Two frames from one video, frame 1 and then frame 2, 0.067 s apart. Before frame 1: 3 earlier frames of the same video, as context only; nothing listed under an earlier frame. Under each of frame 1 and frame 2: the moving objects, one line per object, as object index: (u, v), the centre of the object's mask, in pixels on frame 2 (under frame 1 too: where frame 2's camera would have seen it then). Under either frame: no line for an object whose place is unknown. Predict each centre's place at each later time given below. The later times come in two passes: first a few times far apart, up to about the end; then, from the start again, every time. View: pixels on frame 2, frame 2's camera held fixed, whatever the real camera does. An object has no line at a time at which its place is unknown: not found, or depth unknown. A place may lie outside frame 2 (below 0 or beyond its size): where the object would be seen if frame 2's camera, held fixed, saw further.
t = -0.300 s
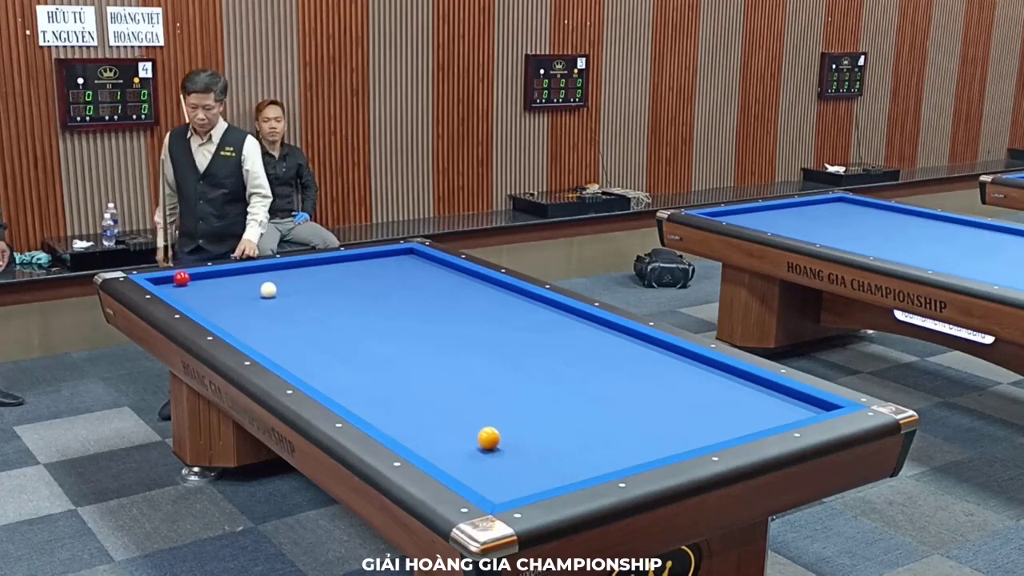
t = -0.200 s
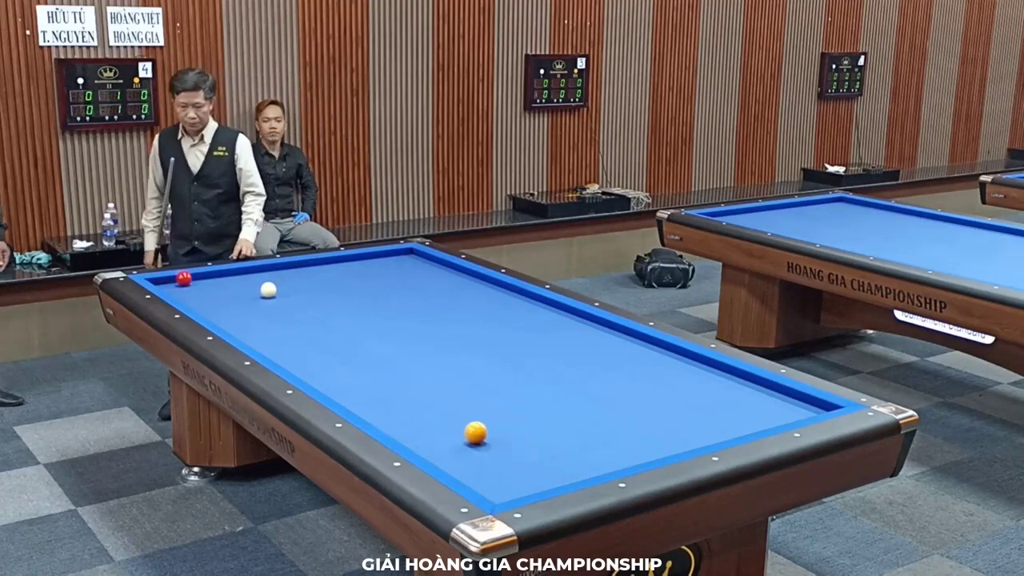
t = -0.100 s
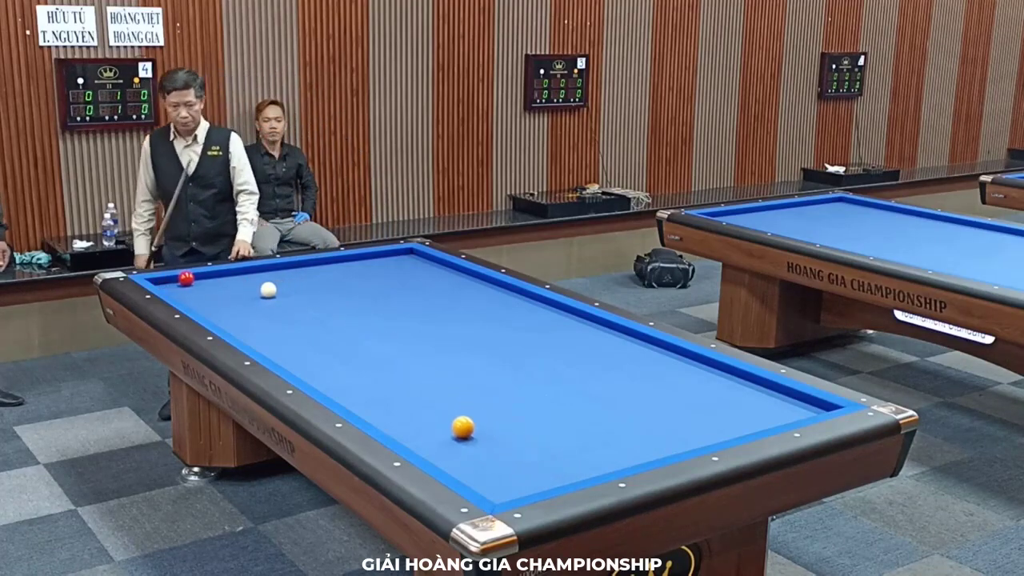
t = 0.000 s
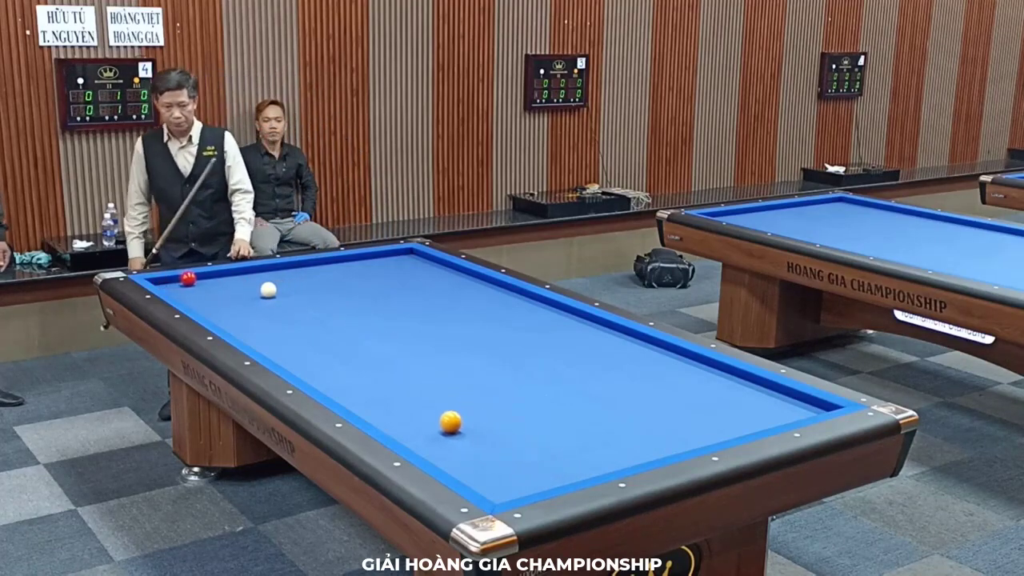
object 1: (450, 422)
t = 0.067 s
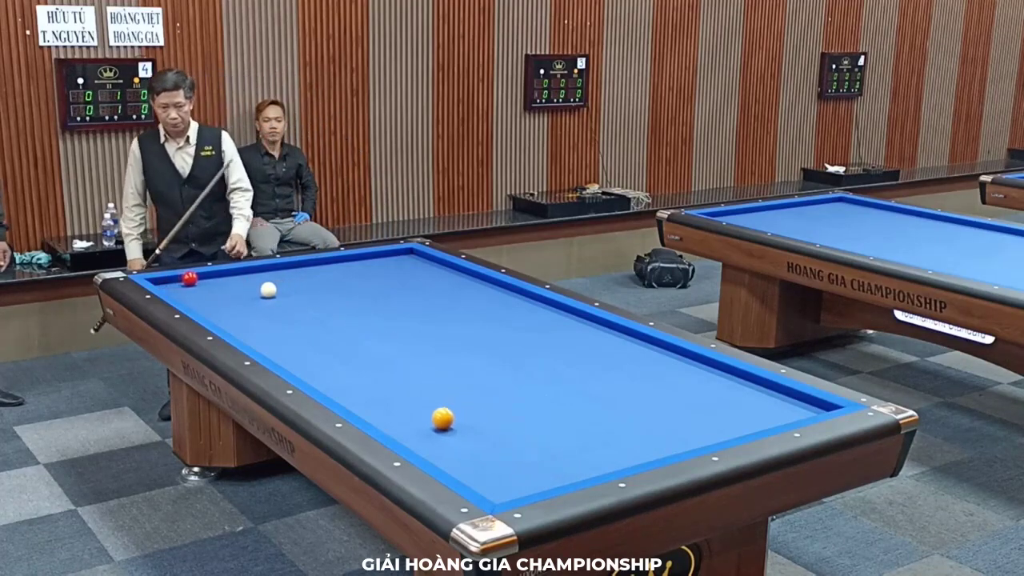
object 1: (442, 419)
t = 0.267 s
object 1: (419, 409)
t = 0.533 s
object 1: (390, 397)
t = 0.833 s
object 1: (361, 384)
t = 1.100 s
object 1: (336, 374)
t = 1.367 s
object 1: (314, 364)
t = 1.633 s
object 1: (294, 355)
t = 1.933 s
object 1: (272, 346)
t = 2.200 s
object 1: (254, 338)
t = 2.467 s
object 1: (238, 330)
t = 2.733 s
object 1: (223, 323)
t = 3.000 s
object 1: (215, 316)
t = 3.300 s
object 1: (206, 309)
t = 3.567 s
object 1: (198, 304)
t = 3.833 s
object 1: (192, 299)
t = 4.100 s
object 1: (185, 294)
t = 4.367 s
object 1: (180, 289)
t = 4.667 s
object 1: (173, 284)
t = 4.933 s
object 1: (168, 280)
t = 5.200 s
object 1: (170, 280)
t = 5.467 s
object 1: (174, 282)
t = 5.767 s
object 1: (178, 284)
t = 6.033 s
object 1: (182, 286)
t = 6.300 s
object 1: (185, 287)
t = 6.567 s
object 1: (188, 289)
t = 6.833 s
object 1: (190, 290)
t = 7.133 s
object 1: (192, 291)
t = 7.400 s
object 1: (193, 292)
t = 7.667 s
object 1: (194, 293)
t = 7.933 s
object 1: (195, 293)
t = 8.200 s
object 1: (195, 294)
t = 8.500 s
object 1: (196, 293)
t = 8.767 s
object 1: (195, 294)
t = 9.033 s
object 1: (196, 293)
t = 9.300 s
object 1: (195, 294)
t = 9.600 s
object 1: (196, 294)
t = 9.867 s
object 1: (196, 294)
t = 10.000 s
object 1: (195, 294)
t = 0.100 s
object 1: (438, 417)
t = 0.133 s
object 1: (434, 415)
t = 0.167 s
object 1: (430, 414)
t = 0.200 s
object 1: (427, 412)
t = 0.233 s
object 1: (423, 410)
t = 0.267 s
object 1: (419, 409)
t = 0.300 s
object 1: (415, 407)
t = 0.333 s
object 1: (412, 406)
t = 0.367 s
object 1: (408, 404)
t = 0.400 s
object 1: (405, 403)
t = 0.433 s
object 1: (401, 401)
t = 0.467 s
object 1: (398, 400)
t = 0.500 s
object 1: (394, 398)
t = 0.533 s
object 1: (390, 397)
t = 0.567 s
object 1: (387, 395)
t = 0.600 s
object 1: (384, 394)
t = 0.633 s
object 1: (380, 393)
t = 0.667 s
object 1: (377, 391)
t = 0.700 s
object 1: (374, 390)
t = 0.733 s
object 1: (370, 388)
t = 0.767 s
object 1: (367, 387)
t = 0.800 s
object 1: (364, 385)
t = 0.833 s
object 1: (361, 384)
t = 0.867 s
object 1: (358, 383)
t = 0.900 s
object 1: (354, 382)
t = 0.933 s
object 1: (352, 380)
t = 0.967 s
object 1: (348, 379)
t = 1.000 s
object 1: (345, 378)
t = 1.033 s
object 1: (342, 376)
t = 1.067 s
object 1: (340, 375)
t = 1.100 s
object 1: (336, 374)
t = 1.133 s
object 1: (334, 373)
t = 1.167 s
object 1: (331, 371)
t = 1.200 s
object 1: (328, 370)
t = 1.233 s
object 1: (325, 369)
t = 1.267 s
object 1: (322, 368)
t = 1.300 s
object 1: (320, 367)
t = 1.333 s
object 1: (317, 365)
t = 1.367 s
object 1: (314, 364)
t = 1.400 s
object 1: (312, 363)
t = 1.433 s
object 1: (309, 362)
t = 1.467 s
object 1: (306, 361)
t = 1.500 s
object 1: (304, 360)
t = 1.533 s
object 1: (301, 359)
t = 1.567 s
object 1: (298, 358)
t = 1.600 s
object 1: (296, 357)
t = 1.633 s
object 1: (294, 355)
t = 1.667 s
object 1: (291, 354)
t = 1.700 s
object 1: (289, 353)
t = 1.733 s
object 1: (286, 352)
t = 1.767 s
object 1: (284, 351)
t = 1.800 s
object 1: (281, 350)
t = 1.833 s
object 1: (279, 349)
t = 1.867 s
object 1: (276, 348)
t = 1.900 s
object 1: (274, 347)
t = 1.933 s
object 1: (272, 346)
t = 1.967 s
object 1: (270, 345)
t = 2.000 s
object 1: (267, 344)
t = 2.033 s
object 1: (265, 343)
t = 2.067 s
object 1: (263, 342)
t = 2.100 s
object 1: (261, 341)
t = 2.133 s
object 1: (259, 340)
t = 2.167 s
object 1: (256, 339)
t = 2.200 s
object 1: (254, 338)
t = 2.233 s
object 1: (252, 337)
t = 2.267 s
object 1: (250, 336)
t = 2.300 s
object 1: (248, 335)
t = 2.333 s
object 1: (246, 334)
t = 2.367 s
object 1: (244, 333)
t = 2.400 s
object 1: (242, 332)
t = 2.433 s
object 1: (240, 331)
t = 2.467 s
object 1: (238, 330)
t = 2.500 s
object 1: (236, 329)
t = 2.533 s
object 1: (234, 328)
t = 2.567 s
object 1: (232, 327)
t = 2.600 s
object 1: (230, 326)
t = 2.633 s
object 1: (228, 326)
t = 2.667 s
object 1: (226, 325)
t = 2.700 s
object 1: (224, 323)
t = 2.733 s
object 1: (223, 323)
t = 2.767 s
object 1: (222, 322)
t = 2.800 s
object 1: (221, 321)
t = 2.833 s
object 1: (220, 320)
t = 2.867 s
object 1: (219, 319)
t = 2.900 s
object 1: (218, 319)
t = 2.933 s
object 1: (217, 318)
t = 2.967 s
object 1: (216, 317)
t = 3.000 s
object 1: (215, 316)
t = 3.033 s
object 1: (214, 315)
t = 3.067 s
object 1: (213, 315)
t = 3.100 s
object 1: (212, 314)
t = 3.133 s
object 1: (211, 313)
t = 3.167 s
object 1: (210, 312)
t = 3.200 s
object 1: (209, 312)
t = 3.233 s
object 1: (208, 311)
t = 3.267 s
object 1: (207, 310)
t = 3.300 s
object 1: (206, 309)
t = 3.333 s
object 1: (205, 309)
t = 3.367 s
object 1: (204, 308)
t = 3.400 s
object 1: (203, 307)
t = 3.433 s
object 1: (202, 307)
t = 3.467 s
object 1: (201, 306)
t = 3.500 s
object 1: (200, 305)
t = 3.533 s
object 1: (199, 305)
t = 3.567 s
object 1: (198, 304)
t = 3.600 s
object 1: (197, 303)
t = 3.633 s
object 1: (197, 303)
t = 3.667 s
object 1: (196, 302)
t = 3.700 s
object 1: (195, 301)
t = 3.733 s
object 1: (194, 301)
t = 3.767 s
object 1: (193, 300)
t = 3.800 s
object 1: (192, 299)
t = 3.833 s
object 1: (192, 299)
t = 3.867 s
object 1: (191, 298)
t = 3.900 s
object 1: (190, 298)
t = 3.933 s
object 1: (189, 297)
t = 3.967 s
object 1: (188, 296)
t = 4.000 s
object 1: (188, 296)
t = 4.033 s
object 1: (187, 295)
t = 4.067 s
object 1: (186, 294)
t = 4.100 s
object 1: (185, 294)
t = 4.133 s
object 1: (185, 293)
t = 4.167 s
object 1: (184, 292)
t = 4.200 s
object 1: (183, 292)
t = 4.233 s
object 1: (182, 291)
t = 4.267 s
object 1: (182, 291)
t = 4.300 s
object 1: (181, 290)
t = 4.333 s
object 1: (180, 290)
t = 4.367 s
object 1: (180, 289)
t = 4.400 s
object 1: (179, 288)
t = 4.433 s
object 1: (178, 288)
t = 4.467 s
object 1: (178, 287)
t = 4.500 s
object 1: (177, 287)
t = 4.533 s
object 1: (176, 286)
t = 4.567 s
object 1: (175, 286)
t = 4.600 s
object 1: (175, 285)
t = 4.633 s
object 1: (174, 285)
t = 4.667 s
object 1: (173, 284)
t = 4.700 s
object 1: (173, 283)
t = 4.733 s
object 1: (172, 283)
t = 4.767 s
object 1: (171, 283)
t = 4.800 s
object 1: (171, 282)
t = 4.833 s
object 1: (170, 281)
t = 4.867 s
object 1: (170, 281)
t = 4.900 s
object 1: (169, 280)
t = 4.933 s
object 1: (168, 280)
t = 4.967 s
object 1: (168, 280)
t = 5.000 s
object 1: (167, 279)
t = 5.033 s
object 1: (168, 279)
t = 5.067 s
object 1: (168, 280)
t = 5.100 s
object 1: (169, 280)
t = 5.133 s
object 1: (169, 280)
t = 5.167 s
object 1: (170, 280)
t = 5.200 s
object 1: (170, 280)
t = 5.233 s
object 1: (170, 281)
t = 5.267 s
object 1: (171, 281)
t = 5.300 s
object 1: (171, 281)
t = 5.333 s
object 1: (172, 281)
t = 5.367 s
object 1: (173, 282)
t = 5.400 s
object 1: (173, 282)
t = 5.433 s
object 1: (174, 282)
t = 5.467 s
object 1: (174, 282)
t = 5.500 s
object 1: (174, 283)
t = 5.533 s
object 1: (175, 283)
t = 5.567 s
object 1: (176, 283)
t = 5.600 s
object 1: (176, 283)
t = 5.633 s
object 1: (176, 283)
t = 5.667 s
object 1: (177, 284)
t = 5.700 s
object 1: (178, 284)
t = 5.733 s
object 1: (178, 284)
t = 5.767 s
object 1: (178, 284)
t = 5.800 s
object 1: (179, 285)
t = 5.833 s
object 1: (180, 285)
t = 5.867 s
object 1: (180, 285)
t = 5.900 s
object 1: (181, 285)
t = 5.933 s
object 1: (181, 285)
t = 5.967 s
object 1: (181, 286)
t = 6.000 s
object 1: (182, 286)
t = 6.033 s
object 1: (182, 286)
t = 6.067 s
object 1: (183, 286)
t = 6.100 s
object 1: (183, 286)
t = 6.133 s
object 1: (183, 286)
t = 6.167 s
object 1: (184, 287)
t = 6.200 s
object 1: (184, 287)
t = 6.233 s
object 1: (185, 287)
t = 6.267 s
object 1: (185, 287)
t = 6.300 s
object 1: (185, 287)
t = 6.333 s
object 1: (186, 288)
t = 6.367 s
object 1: (186, 288)
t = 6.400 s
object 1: (187, 288)
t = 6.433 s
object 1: (187, 288)
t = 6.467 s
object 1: (187, 288)
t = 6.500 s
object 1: (187, 288)
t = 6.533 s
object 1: (187, 289)
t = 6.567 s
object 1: (188, 289)
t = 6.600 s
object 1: (188, 289)
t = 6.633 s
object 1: (188, 289)
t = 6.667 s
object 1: (189, 289)
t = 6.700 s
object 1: (189, 289)
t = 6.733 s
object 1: (189, 290)
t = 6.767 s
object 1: (189, 290)
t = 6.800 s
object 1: (190, 290)
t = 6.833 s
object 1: (190, 290)
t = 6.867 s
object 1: (190, 290)
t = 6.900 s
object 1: (190, 290)
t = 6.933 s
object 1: (190, 290)
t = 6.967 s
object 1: (191, 291)
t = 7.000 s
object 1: (191, 291)
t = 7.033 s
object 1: (191, 291)
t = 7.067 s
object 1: (191, 291)
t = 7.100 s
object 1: (191, 291)
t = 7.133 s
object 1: (192, 291)
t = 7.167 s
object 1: (192, 291)
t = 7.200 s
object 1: (192, 291)
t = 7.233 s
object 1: (192, 292)
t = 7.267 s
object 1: (192, 292)
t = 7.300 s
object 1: (192, 292)
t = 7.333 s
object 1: (193, 292)
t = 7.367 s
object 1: (193, 292)
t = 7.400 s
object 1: (193, 292)
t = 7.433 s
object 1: (193, 292)
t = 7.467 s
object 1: (193, 292)
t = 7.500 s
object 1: (194, 292)
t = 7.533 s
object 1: (194, 292)
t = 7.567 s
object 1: (194, 292)
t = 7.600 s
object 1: (194, 293)
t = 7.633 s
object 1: (194, 293)
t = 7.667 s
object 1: (194, 293)
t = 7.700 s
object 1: (195, 292)
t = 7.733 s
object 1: (195, 293)
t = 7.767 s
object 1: (195, 293)
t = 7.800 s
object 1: (195, 293)
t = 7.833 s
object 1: (195, 293)
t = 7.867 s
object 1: (195, 293)
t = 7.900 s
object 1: (195, 293)
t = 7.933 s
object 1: (195, 293)
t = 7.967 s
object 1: (195, 293)
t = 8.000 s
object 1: (195, 293)
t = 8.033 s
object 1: (195, 293)
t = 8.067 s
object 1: (195, 293)
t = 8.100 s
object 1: (195, 293)
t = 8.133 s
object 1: (195, 294)
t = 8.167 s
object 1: (195, 294)
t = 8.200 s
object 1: (195, 294)
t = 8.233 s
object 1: (195, 294)
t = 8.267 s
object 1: (195, 294)
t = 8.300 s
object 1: (196, 294)
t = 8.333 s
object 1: (196, 294)
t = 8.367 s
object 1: (196, 293)
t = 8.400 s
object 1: (196, 293)
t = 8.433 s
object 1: (195, 294)
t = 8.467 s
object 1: (195, 294)
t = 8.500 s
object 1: (196, 293)
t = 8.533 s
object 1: (195, 294)
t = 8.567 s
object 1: (196, 293)
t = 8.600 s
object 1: (195, 294)
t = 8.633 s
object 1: (195, 294)
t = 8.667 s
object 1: (195, 294)
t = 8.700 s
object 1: (195, 294)
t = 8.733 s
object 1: (195, 294)
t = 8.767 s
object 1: (195, 294)
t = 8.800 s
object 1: (195, 294)
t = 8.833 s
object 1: (195, 294)
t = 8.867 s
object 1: (195, 294)
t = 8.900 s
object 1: (196, 293)
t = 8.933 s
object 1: (195, 294)
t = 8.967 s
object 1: (195, 294)
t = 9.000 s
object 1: (196, 293)
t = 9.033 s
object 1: (196, 293)
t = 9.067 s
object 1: (195, 294)
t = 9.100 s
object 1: (195, 294)
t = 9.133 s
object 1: (195, 294)
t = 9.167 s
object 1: (195, 294)
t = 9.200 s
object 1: (196, 293)
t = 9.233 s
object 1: (195, 294)
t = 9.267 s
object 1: (196, 293)
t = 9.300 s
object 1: (195, 294)
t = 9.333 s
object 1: (195, 294)
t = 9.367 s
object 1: (196, 293)
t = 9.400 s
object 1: (196, 293)
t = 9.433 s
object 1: (196, 293)
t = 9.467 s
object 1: (195, 294)
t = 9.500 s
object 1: (196, 293)
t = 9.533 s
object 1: (196, 293)
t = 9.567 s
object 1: (196, 293)
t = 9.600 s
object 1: (196, 294)
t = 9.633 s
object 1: (196, 294)
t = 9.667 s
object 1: (196, 293)
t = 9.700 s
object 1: (196, 294)
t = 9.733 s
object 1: (196, 294)
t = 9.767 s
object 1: (196, 294)
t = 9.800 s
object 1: (195, 294)
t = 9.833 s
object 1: (195, 294)
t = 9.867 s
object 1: (196, 294)
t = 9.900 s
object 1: (195, 294)
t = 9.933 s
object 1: (195, 294)
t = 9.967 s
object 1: (196, 293)
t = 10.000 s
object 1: (195, 294)
